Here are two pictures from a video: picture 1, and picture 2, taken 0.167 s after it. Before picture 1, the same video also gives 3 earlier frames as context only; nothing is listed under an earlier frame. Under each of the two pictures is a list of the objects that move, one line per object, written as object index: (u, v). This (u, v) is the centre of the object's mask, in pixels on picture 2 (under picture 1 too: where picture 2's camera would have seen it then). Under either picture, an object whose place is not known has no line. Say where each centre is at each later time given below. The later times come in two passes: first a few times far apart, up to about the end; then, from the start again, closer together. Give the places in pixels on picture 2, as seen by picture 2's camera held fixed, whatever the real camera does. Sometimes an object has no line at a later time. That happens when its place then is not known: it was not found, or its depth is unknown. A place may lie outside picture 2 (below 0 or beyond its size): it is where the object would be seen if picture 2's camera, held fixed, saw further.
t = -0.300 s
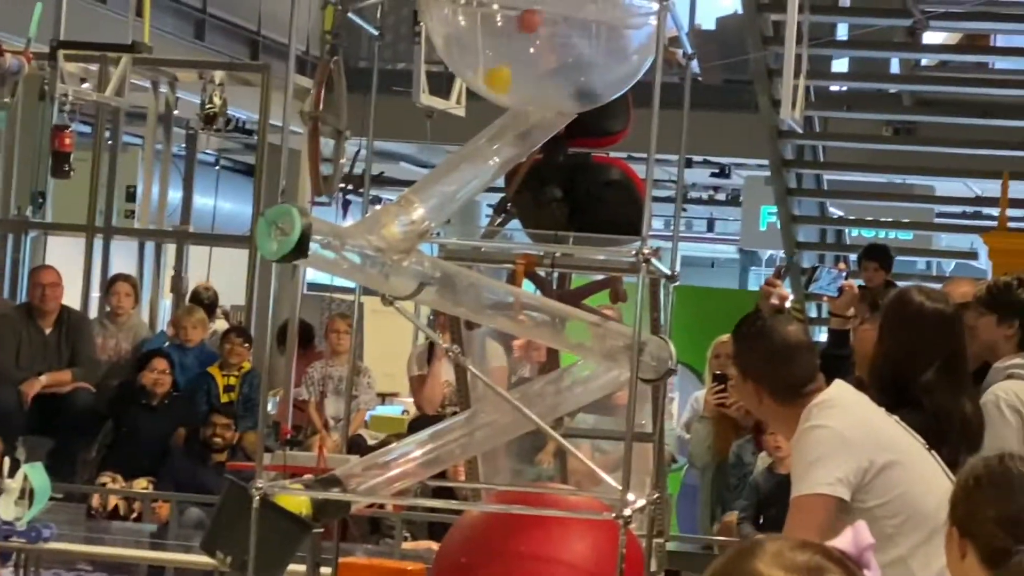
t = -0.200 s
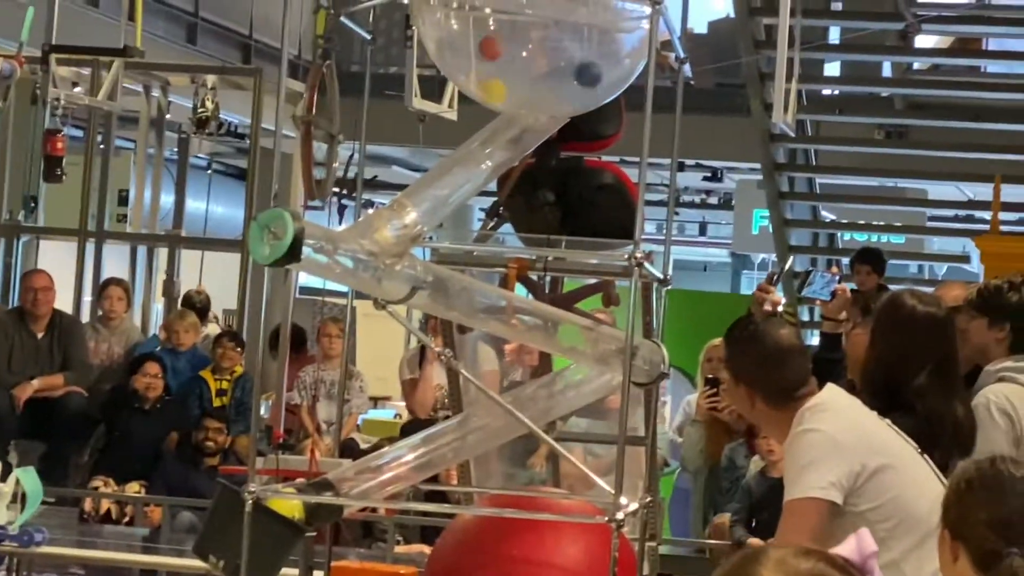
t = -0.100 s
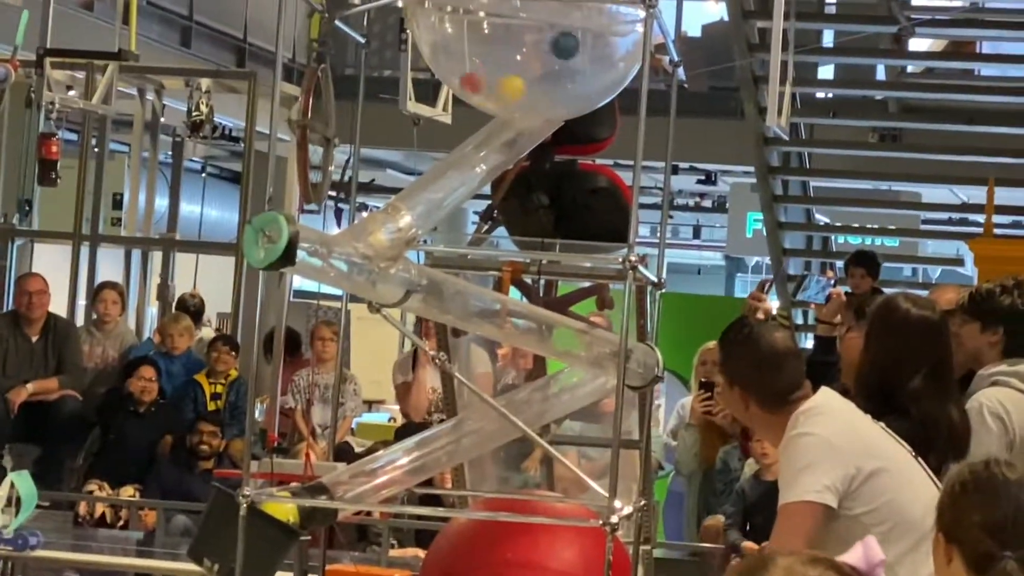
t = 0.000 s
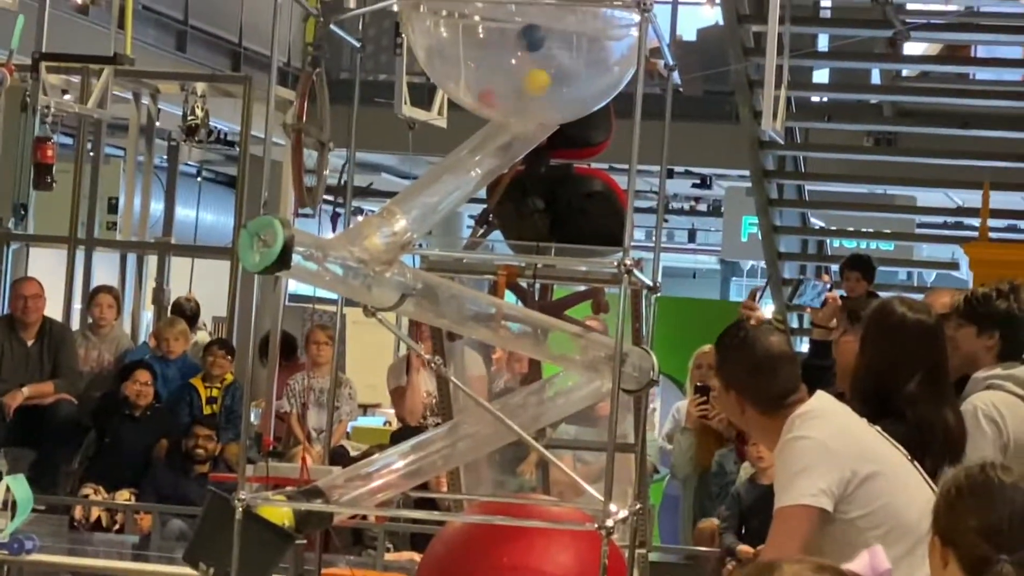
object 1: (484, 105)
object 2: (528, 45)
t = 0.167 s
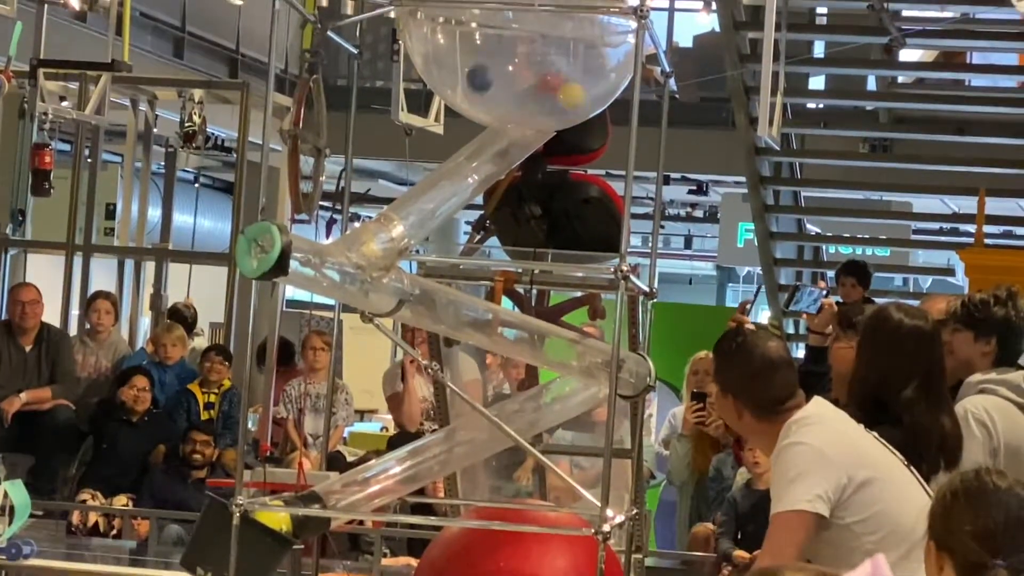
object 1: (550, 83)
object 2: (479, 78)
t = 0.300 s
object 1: (590, 73)
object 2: (480, 103)
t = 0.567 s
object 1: (562, 110)
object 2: (557, 83)
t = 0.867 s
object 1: (434, 61)
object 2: (561, 113)
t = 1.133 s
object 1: (470, 97)
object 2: (458, 67)
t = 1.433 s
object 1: (602, 92)
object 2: (472, 98)
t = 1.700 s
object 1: (572, 90)
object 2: (587, 100)
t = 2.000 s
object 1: (457, 95)
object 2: (566, 102)
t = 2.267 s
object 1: (486, 91)
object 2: (458, 93)
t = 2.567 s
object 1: (569, 114)
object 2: (482, 98)
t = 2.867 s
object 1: (532, 81)
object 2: (578, 106)
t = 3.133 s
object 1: (487, 110)
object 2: (549, 94)
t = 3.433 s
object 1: (531, 96)
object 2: (478, 102)
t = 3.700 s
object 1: (554, 118)
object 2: (501, 103)
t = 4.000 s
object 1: (501, 84)
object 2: (555, 113)
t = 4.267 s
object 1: (482, 110)
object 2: (530, 93)
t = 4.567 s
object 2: (492, 110)
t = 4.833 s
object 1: (565, 115)
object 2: (510, 113)
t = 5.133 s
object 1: (489, 97)
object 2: (546, 118)
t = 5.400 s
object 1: (473, 105)
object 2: (517, 97)
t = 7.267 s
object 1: (541, 117)
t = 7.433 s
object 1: (506, 114)
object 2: (542, 118)
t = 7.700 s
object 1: (483, 110)
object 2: (529, 110)
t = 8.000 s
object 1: (532, 121)
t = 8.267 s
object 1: (560, 118)
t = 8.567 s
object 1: (518, 115)
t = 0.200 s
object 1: (561, 80)
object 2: (474, 89)
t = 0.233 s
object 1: (575, 75)
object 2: (473, 97)
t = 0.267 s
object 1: (581, 73)
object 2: (475, 100)
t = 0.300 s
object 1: (590, 73)
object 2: (480, 103)
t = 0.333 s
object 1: (595, 75)
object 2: (486, 105)
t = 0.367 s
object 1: (599, 77)
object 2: (494, 105)
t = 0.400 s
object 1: (601, 81)
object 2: (504, 100)
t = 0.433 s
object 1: (600, 89)
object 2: (513, 95)
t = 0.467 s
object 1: (597, 96)
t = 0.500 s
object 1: (588, 103)
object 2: (539, 86)
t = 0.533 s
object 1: (578, 108)
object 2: (550, 82)
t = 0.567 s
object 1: (562, 110)
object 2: (557, 83)
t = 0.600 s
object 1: (545, 109)
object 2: (565, 80)
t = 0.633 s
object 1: (526, 105)
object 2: (574, 80)
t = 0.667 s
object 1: (507, 99)
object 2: (579, 82)
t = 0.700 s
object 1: (490, 93)
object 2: (582, 86)
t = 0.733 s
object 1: (476, 85)
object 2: (584, 93)
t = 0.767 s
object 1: (461, 76)
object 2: (583, 101)
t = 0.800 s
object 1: (449, 69)
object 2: (579, 105)
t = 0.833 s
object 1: (440, 64)
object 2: (572, 110)
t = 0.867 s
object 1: (434, 61)
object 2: (561, 113)
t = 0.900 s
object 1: (430, 59)
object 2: (550, 111)
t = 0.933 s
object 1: (428, 60)
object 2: (535, 108)
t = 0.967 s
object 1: (428, 62)
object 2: (521, 102)
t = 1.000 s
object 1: (431, 67)
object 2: (506, 94)
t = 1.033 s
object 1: (437, 74)
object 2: (492, 86)
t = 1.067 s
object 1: (444, 83)
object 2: (479, 78)
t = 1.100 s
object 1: (454, 91)
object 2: (468, 72)
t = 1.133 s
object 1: (470, 97)
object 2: (458, 67)
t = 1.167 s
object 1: (480, 103)
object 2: (450, 64)
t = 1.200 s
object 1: (498, 111)
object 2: (445, 63)
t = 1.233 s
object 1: (516, 118)
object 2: (442, 64)
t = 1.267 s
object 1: (533, 117)
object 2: (440, 68)
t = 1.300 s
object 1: (554, 117)
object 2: (441, 73)
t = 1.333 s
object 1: (569, 112)
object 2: (444, 79)
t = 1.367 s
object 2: (449, 87)
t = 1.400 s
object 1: (598, 98)
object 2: (459, 95)
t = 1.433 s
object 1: (602, 92)
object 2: (472, 98)
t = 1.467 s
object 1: (607, 86)
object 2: (484, 104)
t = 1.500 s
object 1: (609, 82)
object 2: (499, 111)
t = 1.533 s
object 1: (609, 80)
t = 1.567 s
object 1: (606, 78)
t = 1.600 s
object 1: (600, 78)
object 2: (544, 113)
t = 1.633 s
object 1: (592, 81)
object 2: (560, 111)
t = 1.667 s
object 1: (583, 85)
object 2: (576, 104)
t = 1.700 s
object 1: (572, 90)
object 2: (587, 100)
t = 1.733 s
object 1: (556, 96)
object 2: (594, 93)
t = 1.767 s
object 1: (540, 100)
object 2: (599, 88)
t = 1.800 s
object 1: (524, 104)
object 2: (602, 86)
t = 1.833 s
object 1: (508, 107)
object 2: (603, 85)
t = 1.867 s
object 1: (493, 107)
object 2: (601, 87)
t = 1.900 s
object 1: (481, 105)
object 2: (595, 89)
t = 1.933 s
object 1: (471, 102)
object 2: (588, 92)
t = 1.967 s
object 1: (462, 98)
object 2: (578, 98)
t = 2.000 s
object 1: (457, 95)
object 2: (566, 102)
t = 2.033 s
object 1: (454, 91)
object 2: (551, 105)
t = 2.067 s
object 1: (454, 87)
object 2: (534, 107)
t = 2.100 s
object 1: (456, 83)
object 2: (518, 107)
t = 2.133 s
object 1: (460, 82)
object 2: (502, 106)
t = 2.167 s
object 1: (465, 82)
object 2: (488, 103)
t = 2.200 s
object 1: (471, 82)
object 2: (476, 99)
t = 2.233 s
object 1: (481, 85)
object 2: (466, 95)
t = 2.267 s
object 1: (486, 91)
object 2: (458, 93)
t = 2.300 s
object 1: (496, 97)
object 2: (451, 88)
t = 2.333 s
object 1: (506, 100)
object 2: (449, 85)
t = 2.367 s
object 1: (514, 110)
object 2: (448, 83)
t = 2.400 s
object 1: (526, 115)
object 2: (448, 83)
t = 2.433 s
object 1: (538, 117)
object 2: (451, 84)
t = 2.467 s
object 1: (546, 118)
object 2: (458, 86)
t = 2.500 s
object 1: (554, 119)
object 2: (464, 89)
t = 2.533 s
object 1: (562, 121)
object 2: (473, 94)
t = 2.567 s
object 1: (569, 114)
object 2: (482, 98)
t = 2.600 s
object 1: (569, 107)
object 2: (491, 104)
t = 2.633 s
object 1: (570, 100)
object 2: (503, 109)
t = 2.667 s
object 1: (569, 93)
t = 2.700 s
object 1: (565, 87)
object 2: (527, 119)
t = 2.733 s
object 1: (560, 83)
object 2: (539, 117)
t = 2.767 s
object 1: (554, 80)
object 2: (553, 119)
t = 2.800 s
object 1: (548, 79)
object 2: (563, 115)
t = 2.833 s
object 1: (539, 79)
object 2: (571, 111)
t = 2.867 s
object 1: (532, 81)
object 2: (578, 106)
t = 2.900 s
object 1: (523, 85)
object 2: (581, 101)
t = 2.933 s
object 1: (514, 90)
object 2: (582, 96)
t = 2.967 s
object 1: (506, 95)
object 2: (581, 93)
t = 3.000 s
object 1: (500, 100)
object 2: (578, 90)
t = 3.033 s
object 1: (492, 106)
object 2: (573, 89)
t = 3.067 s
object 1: (490, 108)
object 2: (567, 89)
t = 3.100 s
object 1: (487, 109)
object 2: (559, 91)
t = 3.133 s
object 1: (487, 110)
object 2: (549, 94)
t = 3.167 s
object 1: (488, 109)
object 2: (539, 97)
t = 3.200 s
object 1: (490, 108)
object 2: (529, 101)
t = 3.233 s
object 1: (493, 108)
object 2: (518, 104)
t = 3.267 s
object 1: (491, 101)
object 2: (509, 107)
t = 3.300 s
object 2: (498, 108)
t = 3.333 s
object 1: (512, 98)
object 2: (491, 108)
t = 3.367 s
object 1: (517, 97)
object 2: (485, 106)
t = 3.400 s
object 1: (525, 96)
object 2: (481, 104)
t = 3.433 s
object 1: (531, 96)
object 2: (478, 102)
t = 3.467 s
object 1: (535, 95)
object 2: (477, 100)
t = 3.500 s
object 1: (541, 101)
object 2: (477, 98)
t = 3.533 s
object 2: (479, 97)
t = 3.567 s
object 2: (481, 97)
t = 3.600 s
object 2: (485, 97)
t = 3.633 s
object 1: (554, 120)
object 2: (490, 97)
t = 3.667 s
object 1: (555, 120)
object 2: (496, 99)
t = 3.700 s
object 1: (554, 118)
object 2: (501, 103)
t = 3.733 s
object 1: (551, 118)
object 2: (506, 106)
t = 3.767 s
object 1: (546, 114)
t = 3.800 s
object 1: (541, 111)
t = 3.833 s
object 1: (534, 105)
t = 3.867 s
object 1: (529, 99)
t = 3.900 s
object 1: (521, 94)
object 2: (542, 118)
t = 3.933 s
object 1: (514, 89)
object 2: (548, 120)
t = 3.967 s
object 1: (508, 86)
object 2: (552, 118)
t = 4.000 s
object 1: (501, 84)
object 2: (555, 113)
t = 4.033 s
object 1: (495, 85)
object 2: (556, 109)
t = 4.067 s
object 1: (490, 86)
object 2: (556, 105)
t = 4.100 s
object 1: (485, 88)
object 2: (554, 100)
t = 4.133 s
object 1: (482, 92)
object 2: (550, 97)
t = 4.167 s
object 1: (480, 96)
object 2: (546, 94)
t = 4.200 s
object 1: (479, 101)
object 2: (542, 92)
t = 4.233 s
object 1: (481, 105)
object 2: (536, 92)
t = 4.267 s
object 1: (482, 110)
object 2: (530, 93)
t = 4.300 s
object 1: (489, 114)
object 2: (523, 95)
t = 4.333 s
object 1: (498, 115)
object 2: (516, 98)
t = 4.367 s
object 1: (501, 117)
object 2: (510, 102)
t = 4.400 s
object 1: (509, 122)
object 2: (505, 106)
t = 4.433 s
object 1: (519, 113)
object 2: (499, 108)
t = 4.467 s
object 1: (525, 114)
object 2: (496, 109)
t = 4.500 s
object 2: (493, 110)
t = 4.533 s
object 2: (492, 110)
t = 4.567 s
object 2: (492, 110)
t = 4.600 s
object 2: (492, 109)
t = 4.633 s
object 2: (494, 109)
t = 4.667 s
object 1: (570, 105)
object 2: (498, 109)
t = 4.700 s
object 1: (569, 108)
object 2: (500, 108)
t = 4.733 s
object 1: (569, 108)
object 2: (504, 107)
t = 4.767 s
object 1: (570, 110)
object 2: (509, 107)
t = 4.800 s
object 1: (569, 112)
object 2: (511, 108)
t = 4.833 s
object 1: (565, 115)
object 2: (510, 113)
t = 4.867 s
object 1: (560, 116)
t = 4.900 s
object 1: (554, 117)
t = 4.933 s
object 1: (542, 117)
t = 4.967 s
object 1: (535, 115)
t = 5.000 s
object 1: (527, 112)
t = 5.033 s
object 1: (516, 107)
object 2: (543, 118)
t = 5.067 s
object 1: (506, 103)
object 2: (544, 119)
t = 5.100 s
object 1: (497, 99)
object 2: (545, 120)
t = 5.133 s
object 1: (489, 97)
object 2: (546, 118)
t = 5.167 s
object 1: (483, 95)
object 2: (544, 114)
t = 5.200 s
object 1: (476, 94)
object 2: (542, 110)
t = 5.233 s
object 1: (472, 94)
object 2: (539, 106)
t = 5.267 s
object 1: (469, 95)
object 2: (535, 103)
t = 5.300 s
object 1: (467, 96)
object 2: (531, 100)
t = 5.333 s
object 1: (468, 98)
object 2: (527, 98)
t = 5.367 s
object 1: (470, 100)
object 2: (522, 97)
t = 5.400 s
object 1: (473, 105)
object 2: (517, 97)
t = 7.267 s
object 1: (541, 117)
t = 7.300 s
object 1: (538, 118)
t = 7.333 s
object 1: (533, 118)
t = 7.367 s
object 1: (522, 116)
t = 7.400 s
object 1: (512, 115)
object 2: (541, 120)
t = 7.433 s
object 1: (506, 114)
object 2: (542, 118)
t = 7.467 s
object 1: (500, 113)
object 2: (543, 117)
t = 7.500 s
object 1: (494, 112)
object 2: (542, 114)
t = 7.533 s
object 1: (489, 111)
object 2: (541, 112)
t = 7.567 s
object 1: (485, 109)
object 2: (540, 111)
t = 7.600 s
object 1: (483, 109)
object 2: (538, 110)
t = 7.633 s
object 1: (483, 109)
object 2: (535, 110)
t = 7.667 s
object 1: (482, 109)
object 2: (532, 110)
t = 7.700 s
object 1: (483, 110)
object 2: (529, 110)
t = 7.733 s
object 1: (485, 111)
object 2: (525, 112)
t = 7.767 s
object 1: (488, 113)
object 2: (520, 112)
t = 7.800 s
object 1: (494, 114)
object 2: (517, 113)
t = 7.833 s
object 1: (496, 114)
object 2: (514, 114)
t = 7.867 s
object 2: (510, 116)
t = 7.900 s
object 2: (508, 115)
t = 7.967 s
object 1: (527, 120)
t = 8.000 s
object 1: (532, 121)
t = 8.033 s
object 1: (541, 122)
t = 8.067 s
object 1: (545, 122)
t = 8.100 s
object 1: (550, 121)
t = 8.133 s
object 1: (552, 121)
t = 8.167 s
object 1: (557, 119)
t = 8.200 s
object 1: (559, 119)
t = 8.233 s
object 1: (560, 118)
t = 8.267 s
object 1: (560, 118)
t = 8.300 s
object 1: (559, 118)
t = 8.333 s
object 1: (557, 118)
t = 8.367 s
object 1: (553, 117)
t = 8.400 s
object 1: (548, 117)
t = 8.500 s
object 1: (529, 121)
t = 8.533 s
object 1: (524, 121)
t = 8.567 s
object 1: (518, 115)
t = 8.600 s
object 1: (512, 112)
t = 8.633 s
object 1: (507, 111)
